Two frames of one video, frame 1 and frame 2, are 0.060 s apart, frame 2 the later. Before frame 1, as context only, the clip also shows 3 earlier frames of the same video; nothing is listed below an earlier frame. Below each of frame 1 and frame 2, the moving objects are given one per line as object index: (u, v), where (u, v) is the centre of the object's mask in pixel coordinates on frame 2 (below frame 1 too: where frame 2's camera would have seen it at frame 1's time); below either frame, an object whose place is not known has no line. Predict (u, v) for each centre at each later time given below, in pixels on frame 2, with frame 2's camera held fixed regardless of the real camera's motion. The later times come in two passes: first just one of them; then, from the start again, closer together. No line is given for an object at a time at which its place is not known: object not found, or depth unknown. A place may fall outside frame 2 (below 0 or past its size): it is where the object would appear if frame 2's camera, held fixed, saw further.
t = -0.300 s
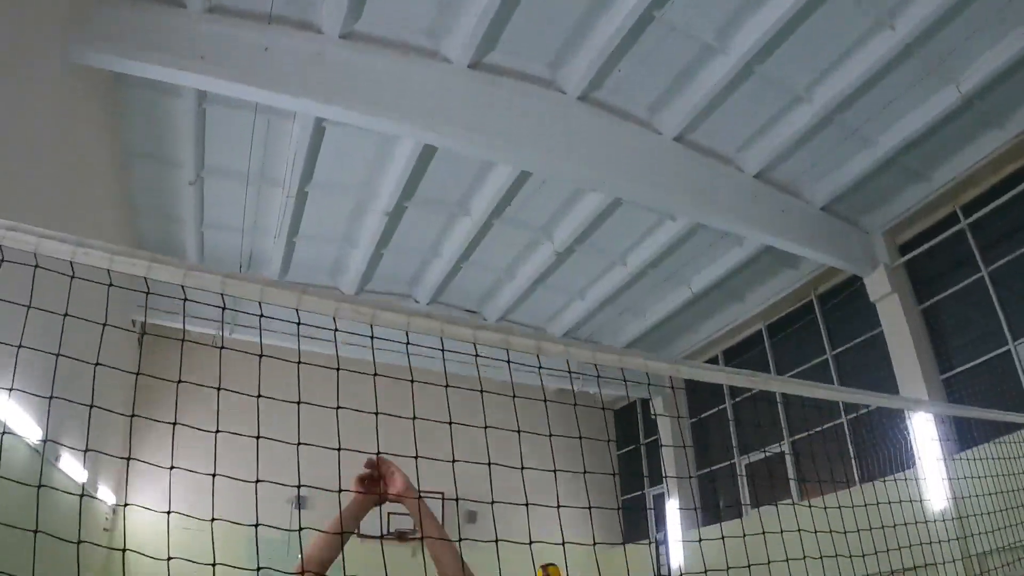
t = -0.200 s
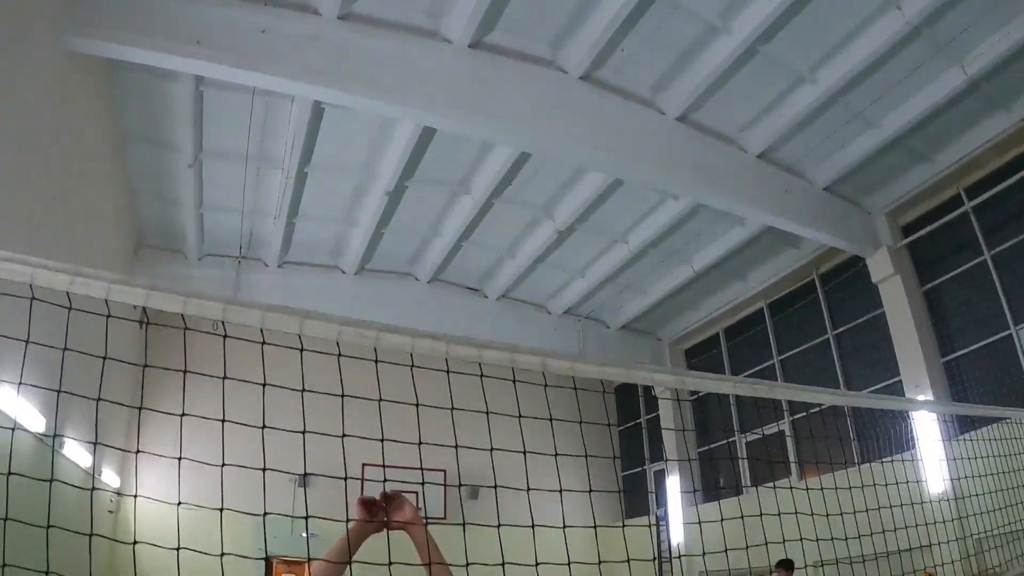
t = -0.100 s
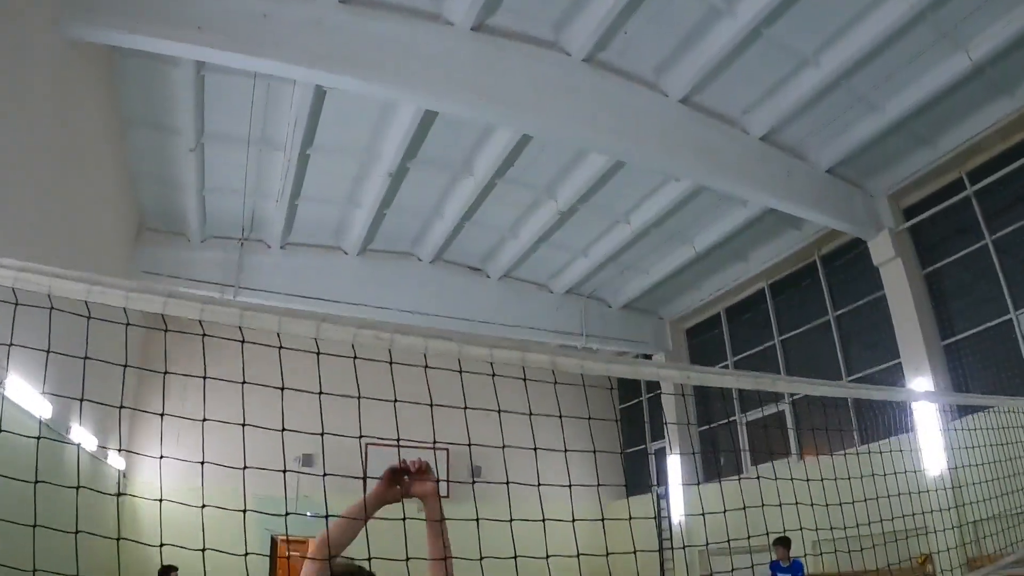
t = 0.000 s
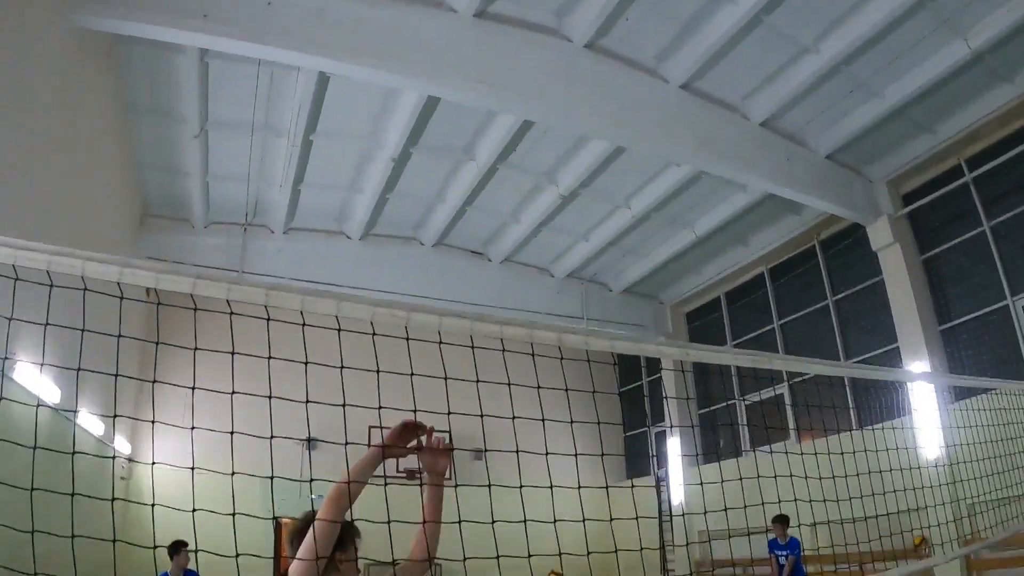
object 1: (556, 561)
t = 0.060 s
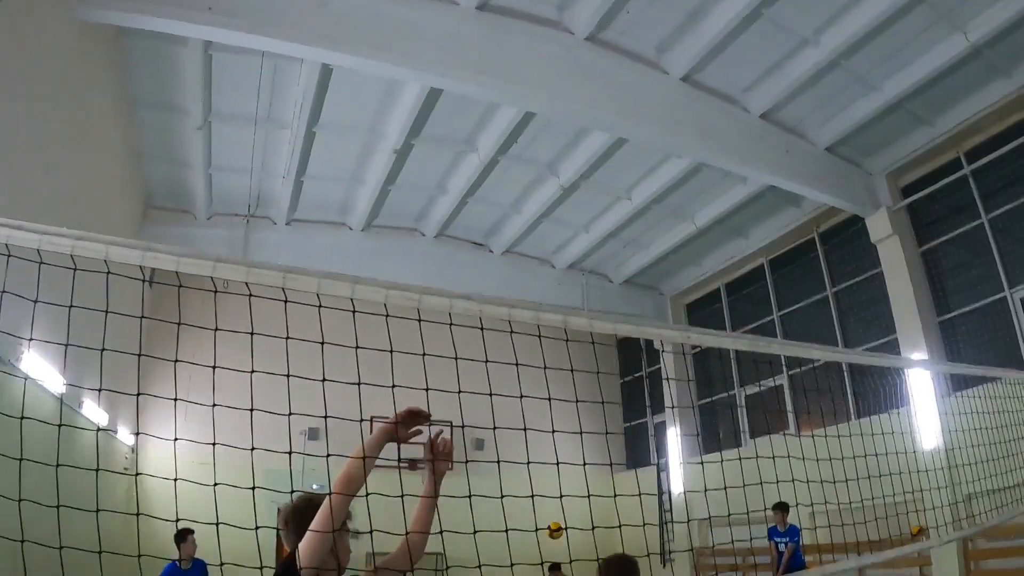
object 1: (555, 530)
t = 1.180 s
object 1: (518, 327)
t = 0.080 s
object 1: (554, 519)
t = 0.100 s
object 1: (554, 508)
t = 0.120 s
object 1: (554, 497)
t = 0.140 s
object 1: (553, 485)
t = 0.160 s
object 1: (553, 475)
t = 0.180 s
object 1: (552, 464)
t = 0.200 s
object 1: (554, 453)
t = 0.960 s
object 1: (531, 271)
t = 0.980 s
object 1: (530, 273)
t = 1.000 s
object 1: (529, 275)
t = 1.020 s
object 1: (528, 279)
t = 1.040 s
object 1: (527, 283)
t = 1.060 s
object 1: (526, 288)
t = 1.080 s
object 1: (525, 293)
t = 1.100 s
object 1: (524, 298)
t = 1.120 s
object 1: (523, 304)
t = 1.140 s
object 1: (521, 311)
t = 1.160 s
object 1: (519, 319)
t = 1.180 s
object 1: (518, 327)
